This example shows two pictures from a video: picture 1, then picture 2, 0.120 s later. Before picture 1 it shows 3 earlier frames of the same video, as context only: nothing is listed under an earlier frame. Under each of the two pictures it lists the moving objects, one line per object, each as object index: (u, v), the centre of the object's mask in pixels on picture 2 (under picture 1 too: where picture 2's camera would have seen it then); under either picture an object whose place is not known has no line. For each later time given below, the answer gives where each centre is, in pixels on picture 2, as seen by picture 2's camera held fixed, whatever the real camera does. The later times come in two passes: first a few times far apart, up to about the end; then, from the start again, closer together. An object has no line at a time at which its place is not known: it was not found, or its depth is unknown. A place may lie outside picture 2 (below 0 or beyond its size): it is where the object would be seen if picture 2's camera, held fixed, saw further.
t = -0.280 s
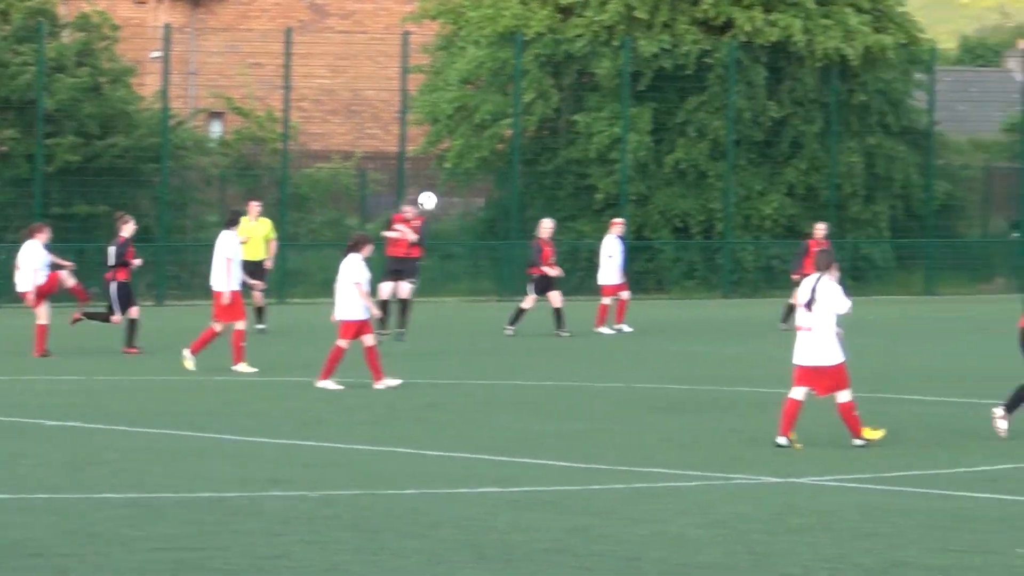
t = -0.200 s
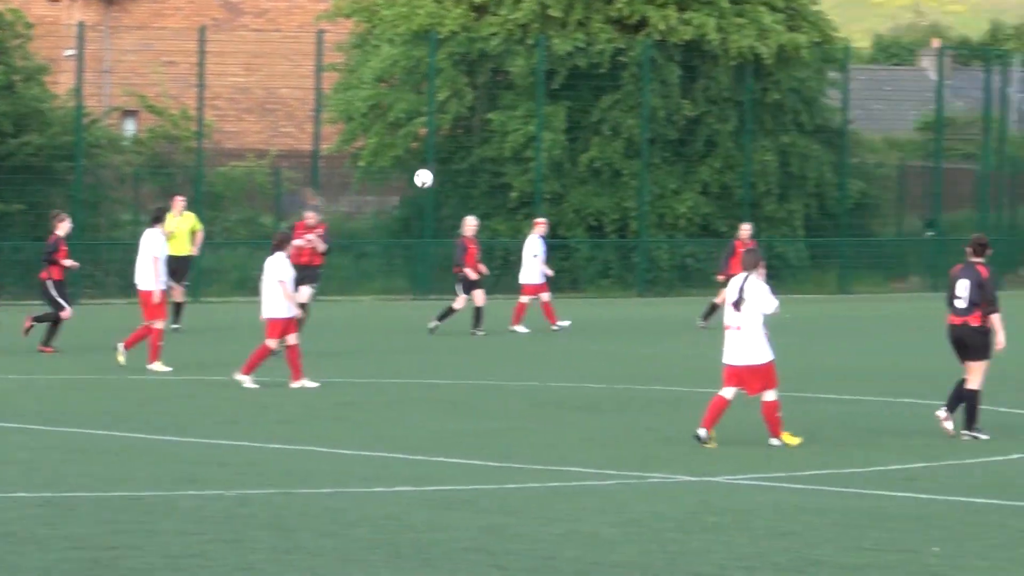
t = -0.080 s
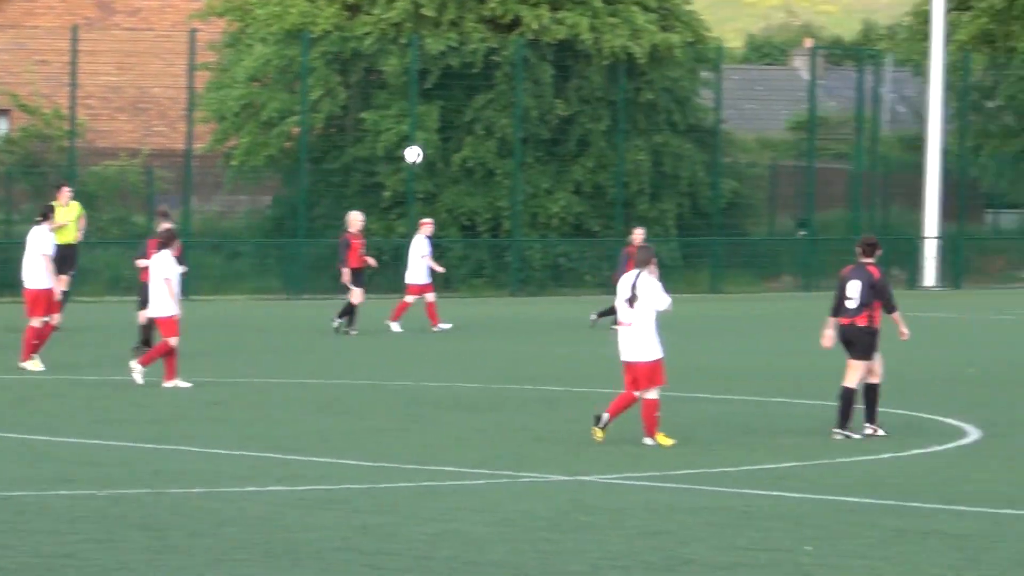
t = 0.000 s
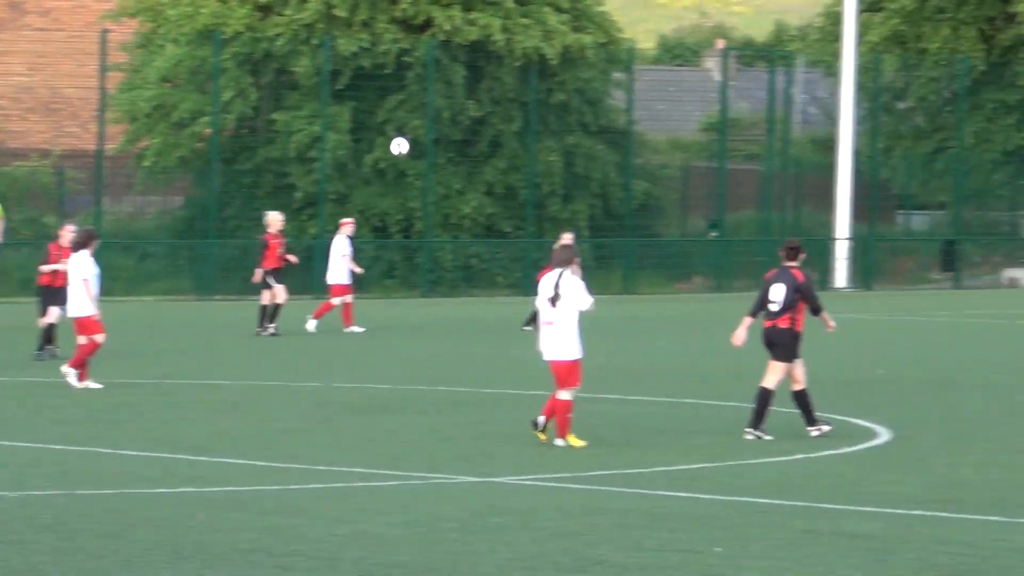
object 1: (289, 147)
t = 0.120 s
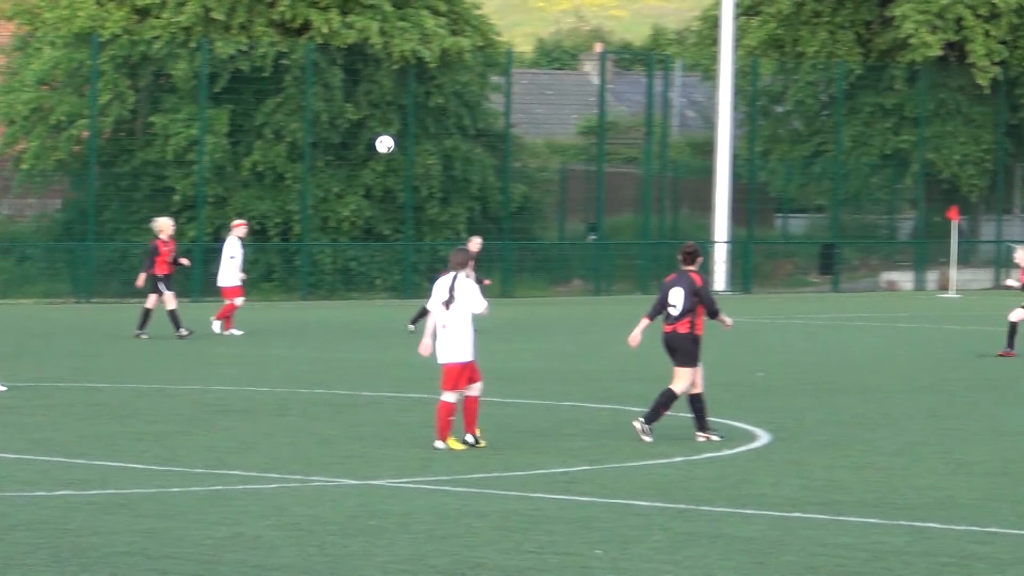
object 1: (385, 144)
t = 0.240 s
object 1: (487, 150)
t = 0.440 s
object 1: (645, 178)
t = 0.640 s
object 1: (792, 230)
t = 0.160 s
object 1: (420, 145)
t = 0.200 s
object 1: (454, 147)
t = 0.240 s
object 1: (487, 150)
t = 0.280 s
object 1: (520, 153)
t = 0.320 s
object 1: (552, 158)
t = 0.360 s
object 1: (583, 164)
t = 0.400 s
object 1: (614, 170)
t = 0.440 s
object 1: (645, 178)
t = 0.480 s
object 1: (675, 186)
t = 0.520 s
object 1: (704, 196)
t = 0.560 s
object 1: (734, 206)
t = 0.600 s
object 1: (763, 218)
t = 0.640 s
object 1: (792, 230)
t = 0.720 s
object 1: (850, 258)
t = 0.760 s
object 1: (879, 273)
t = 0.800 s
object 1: (906, 289)
